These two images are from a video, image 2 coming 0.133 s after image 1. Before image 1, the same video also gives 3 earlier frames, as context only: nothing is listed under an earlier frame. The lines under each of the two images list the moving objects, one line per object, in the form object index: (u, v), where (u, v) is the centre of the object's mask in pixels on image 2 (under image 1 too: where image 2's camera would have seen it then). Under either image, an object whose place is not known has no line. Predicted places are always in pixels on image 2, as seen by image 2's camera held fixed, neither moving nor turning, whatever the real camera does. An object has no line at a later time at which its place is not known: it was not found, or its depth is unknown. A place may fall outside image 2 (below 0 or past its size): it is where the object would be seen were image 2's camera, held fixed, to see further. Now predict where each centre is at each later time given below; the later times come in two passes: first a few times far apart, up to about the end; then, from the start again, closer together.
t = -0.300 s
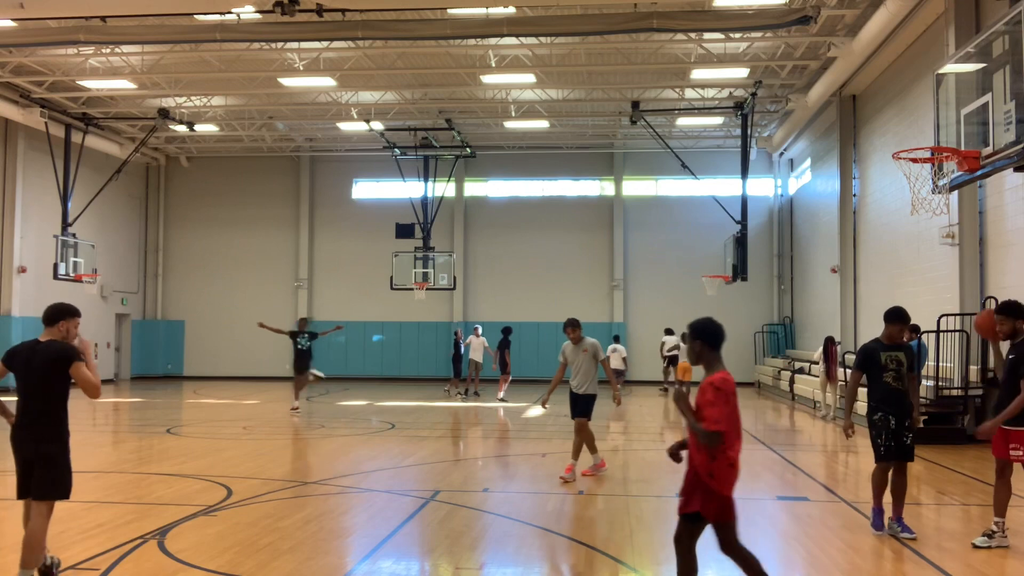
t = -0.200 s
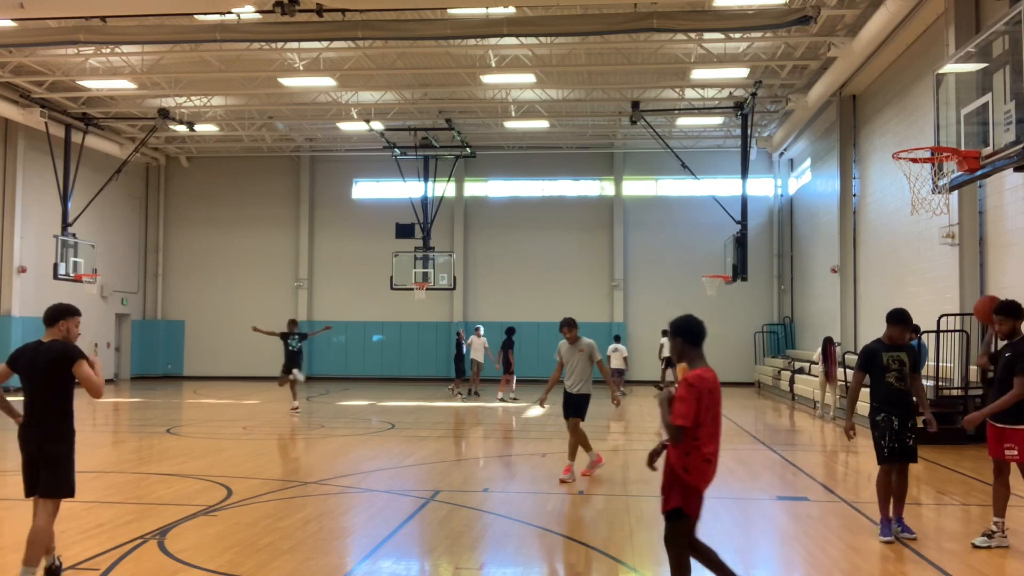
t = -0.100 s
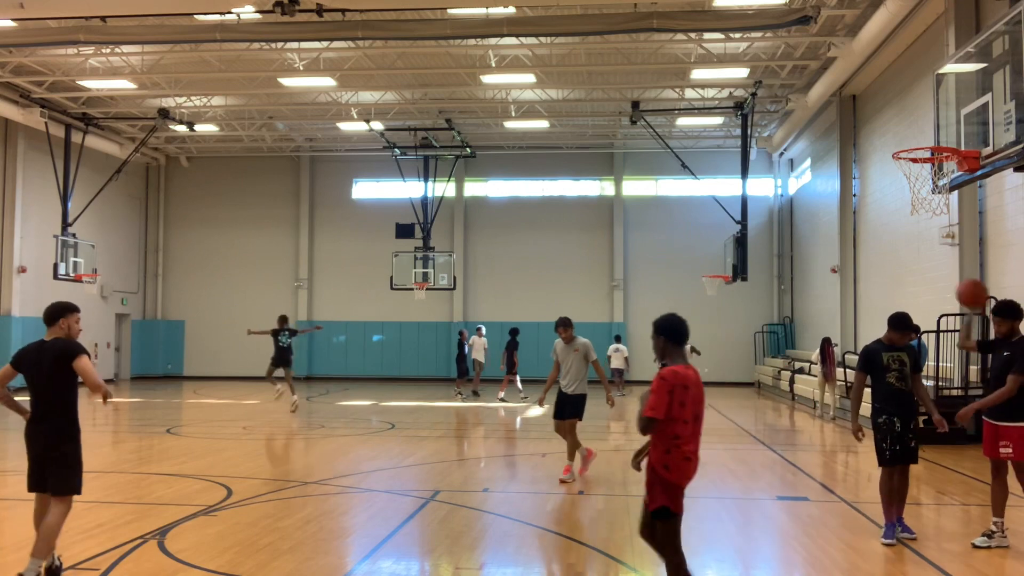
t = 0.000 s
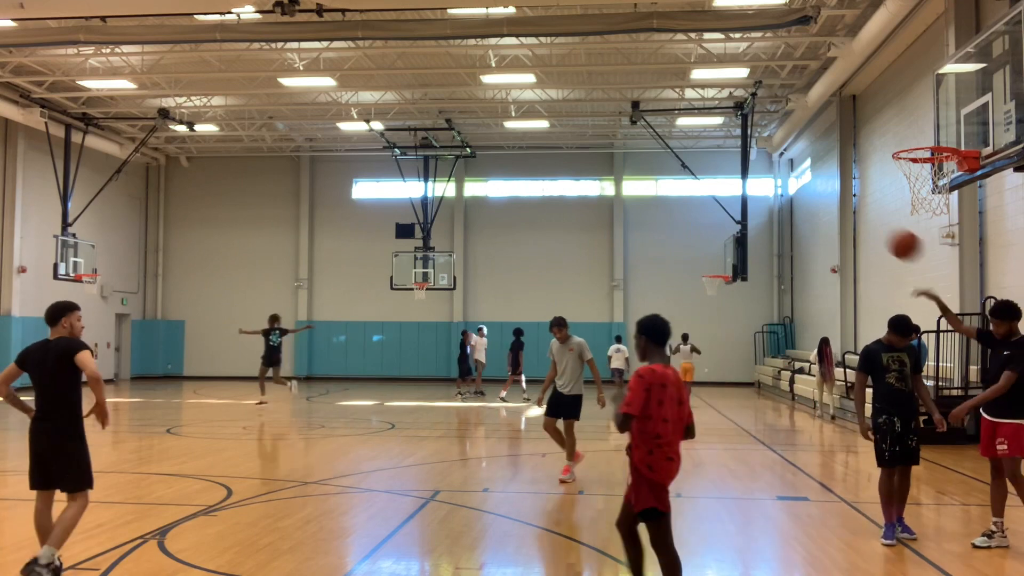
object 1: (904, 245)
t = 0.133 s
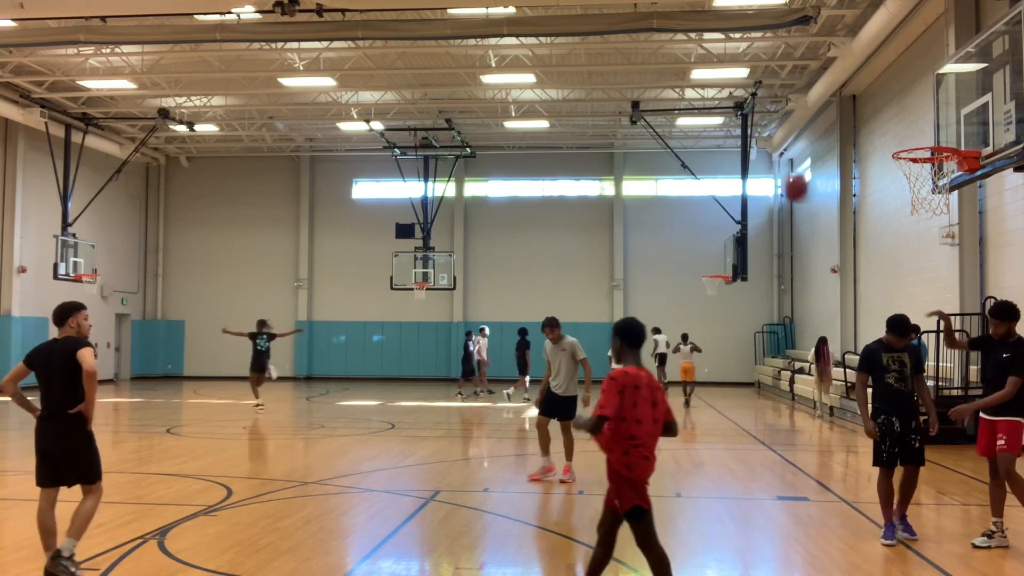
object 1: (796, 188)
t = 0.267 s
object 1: (689, 150)
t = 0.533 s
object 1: (480, 139)
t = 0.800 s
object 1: (266, 213)
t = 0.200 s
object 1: (743, 164)
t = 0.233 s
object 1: (716, 158)
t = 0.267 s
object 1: (689, 150)
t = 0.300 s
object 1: (663, 145)
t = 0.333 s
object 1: (636, 140)
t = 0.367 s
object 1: (611, 137)
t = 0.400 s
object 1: (585, 135)
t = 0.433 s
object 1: (560, 134)
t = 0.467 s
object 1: (532, 136)
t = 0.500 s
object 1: (505, 137)
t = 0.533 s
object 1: (480, 139)
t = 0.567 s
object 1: (455, 144)
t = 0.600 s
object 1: (428, 150)
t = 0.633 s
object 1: (401, 157)
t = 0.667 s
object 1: (374, 165)
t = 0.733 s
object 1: (322, 186)
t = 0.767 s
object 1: (294, 199)
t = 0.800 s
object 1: (266, 213)
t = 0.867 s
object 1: (213, 244)
